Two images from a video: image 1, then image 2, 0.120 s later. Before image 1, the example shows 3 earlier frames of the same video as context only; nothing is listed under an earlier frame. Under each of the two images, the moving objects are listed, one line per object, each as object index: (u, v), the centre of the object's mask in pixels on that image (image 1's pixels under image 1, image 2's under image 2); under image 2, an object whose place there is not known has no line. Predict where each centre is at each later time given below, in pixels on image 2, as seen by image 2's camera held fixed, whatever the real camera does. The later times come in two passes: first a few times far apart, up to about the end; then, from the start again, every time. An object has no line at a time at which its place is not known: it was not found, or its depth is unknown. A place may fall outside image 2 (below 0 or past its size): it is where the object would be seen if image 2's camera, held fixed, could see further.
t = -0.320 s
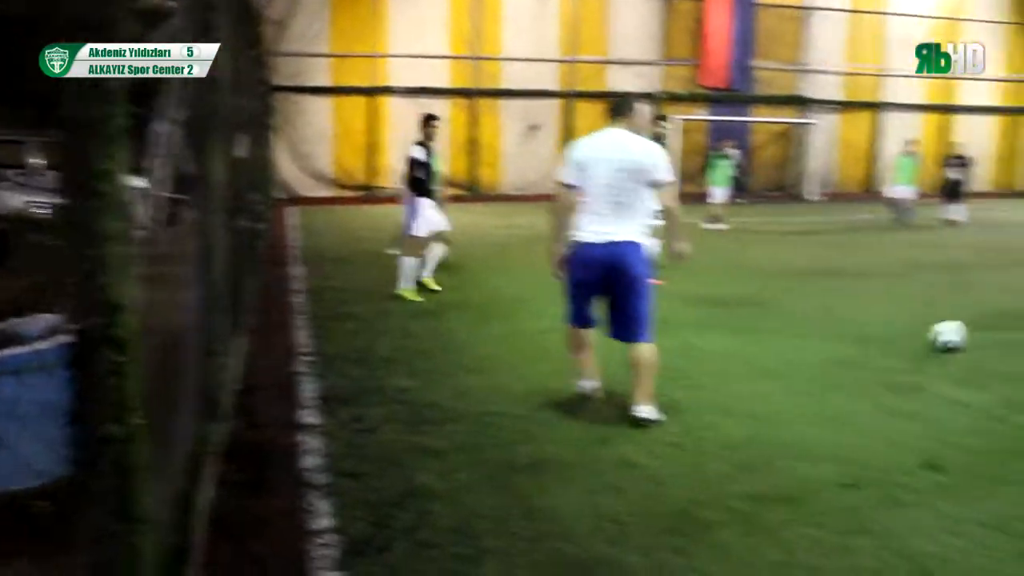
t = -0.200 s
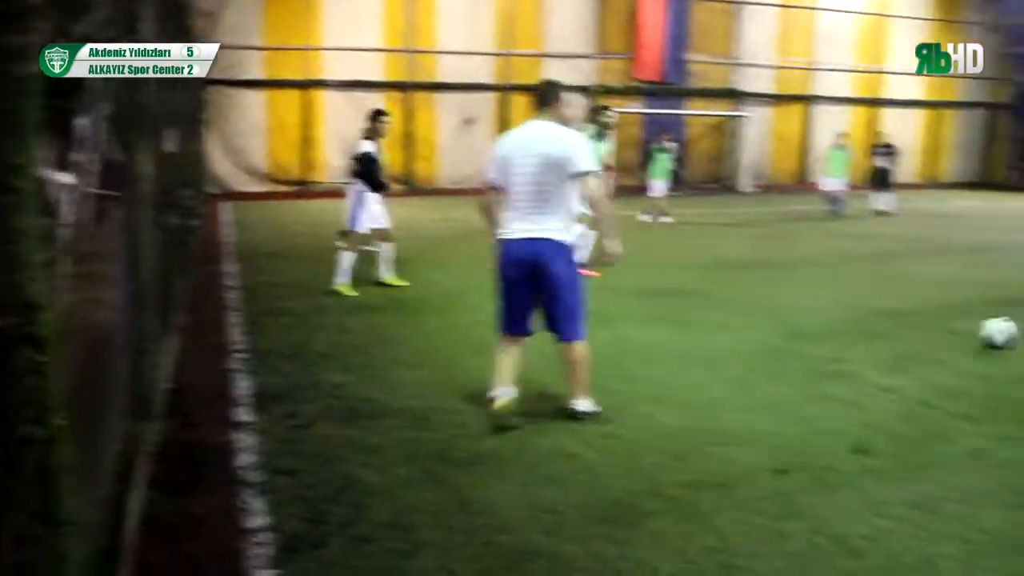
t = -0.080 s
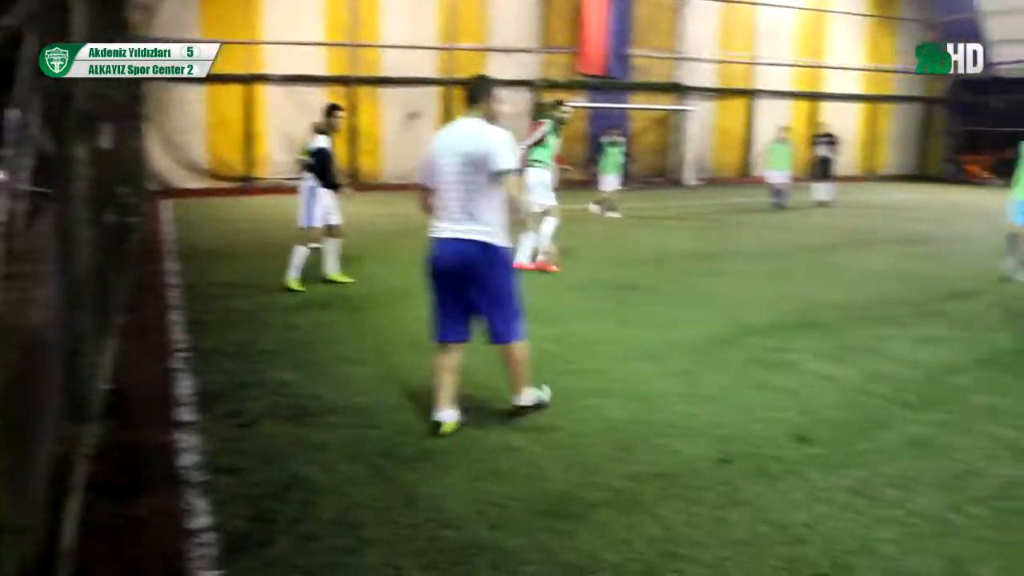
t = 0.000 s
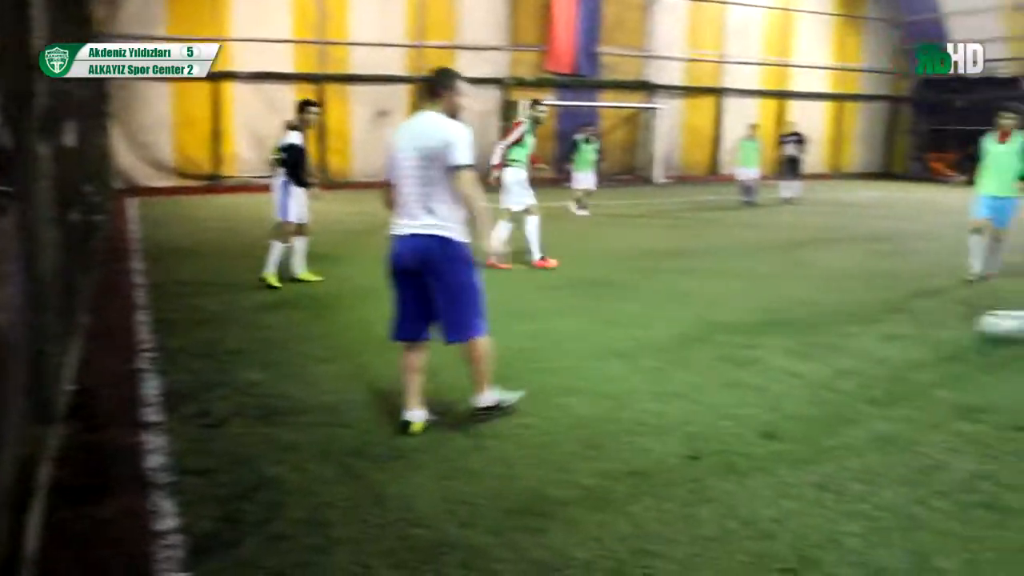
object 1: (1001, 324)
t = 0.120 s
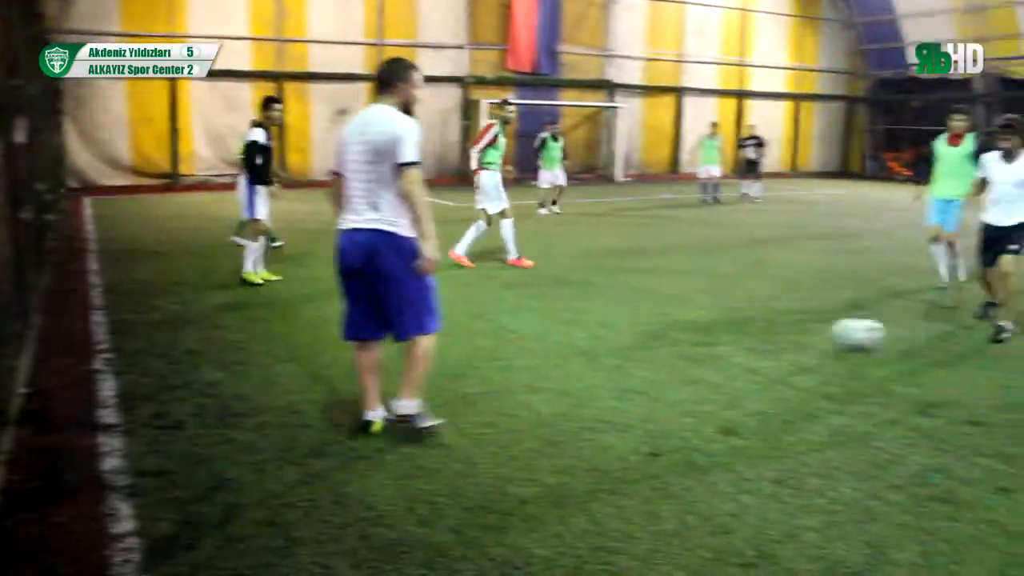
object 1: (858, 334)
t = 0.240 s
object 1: (759, 343)
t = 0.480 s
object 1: (560, 365)
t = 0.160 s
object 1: (827, 335)
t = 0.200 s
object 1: (793, 338)
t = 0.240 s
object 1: (759, 343)
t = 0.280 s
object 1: (723, 350)
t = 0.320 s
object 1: (690, 352)
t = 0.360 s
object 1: (656, 354)
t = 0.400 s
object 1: (622, 360)
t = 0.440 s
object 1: (592, 361)
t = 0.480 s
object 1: (560, 365)
